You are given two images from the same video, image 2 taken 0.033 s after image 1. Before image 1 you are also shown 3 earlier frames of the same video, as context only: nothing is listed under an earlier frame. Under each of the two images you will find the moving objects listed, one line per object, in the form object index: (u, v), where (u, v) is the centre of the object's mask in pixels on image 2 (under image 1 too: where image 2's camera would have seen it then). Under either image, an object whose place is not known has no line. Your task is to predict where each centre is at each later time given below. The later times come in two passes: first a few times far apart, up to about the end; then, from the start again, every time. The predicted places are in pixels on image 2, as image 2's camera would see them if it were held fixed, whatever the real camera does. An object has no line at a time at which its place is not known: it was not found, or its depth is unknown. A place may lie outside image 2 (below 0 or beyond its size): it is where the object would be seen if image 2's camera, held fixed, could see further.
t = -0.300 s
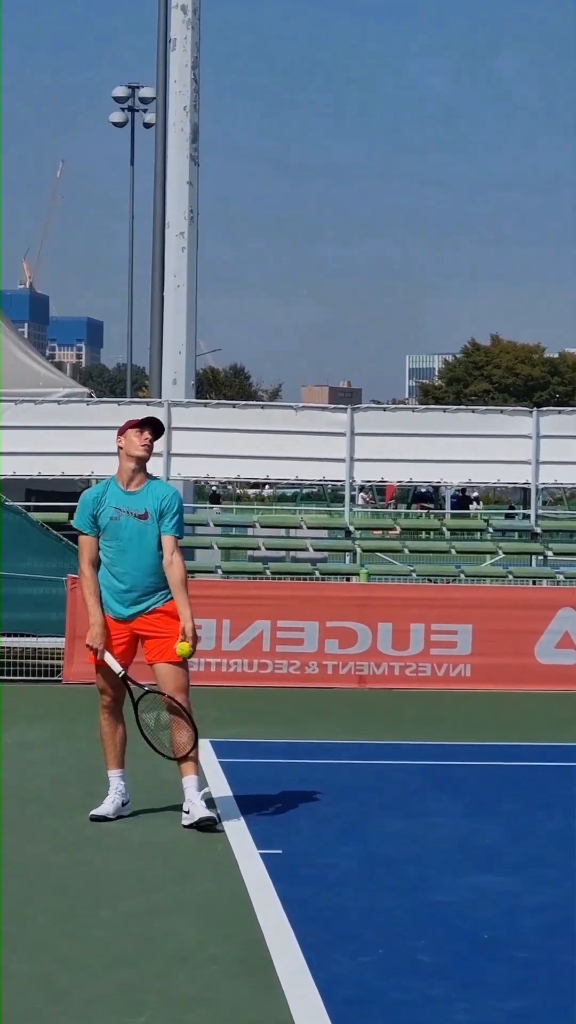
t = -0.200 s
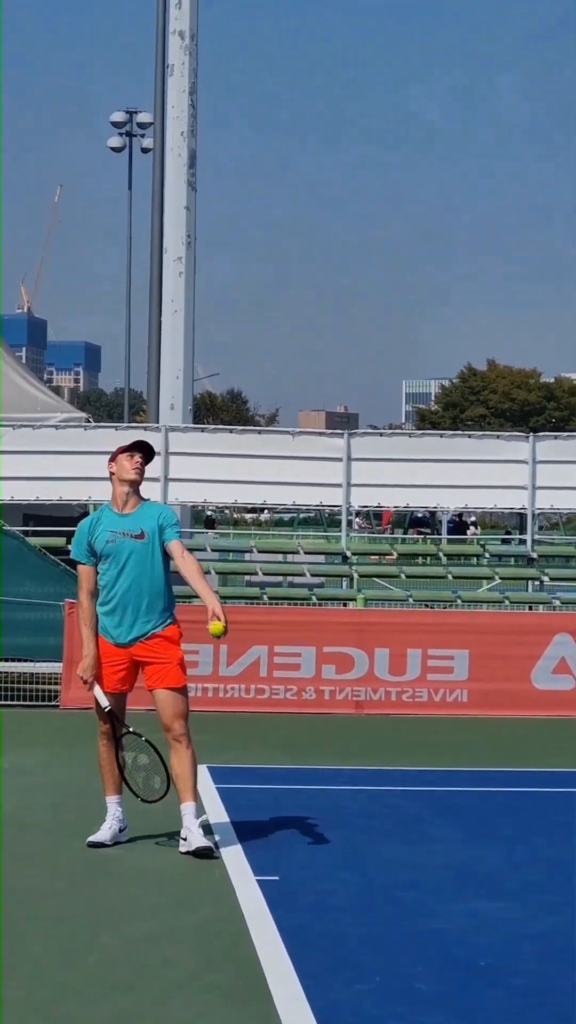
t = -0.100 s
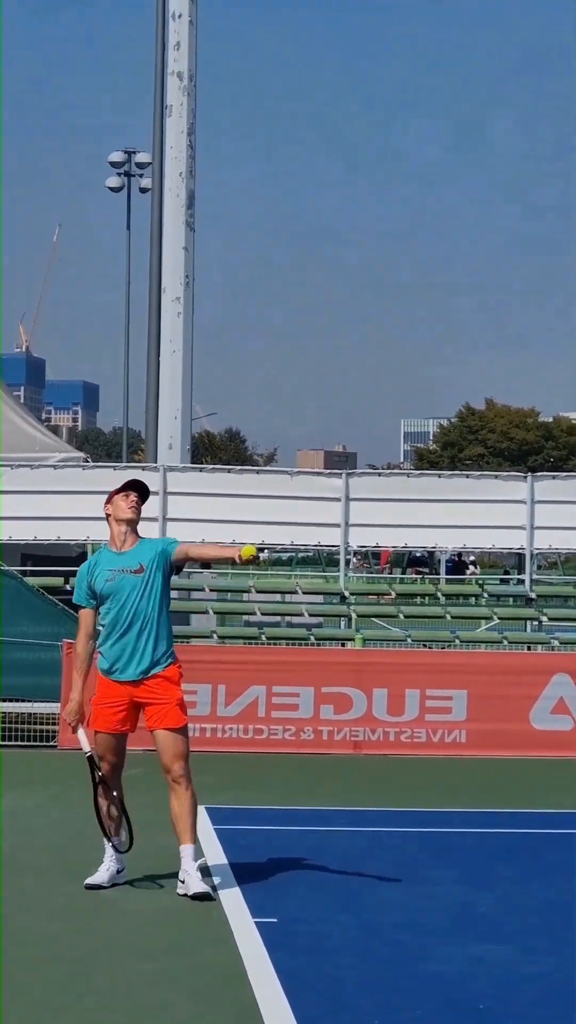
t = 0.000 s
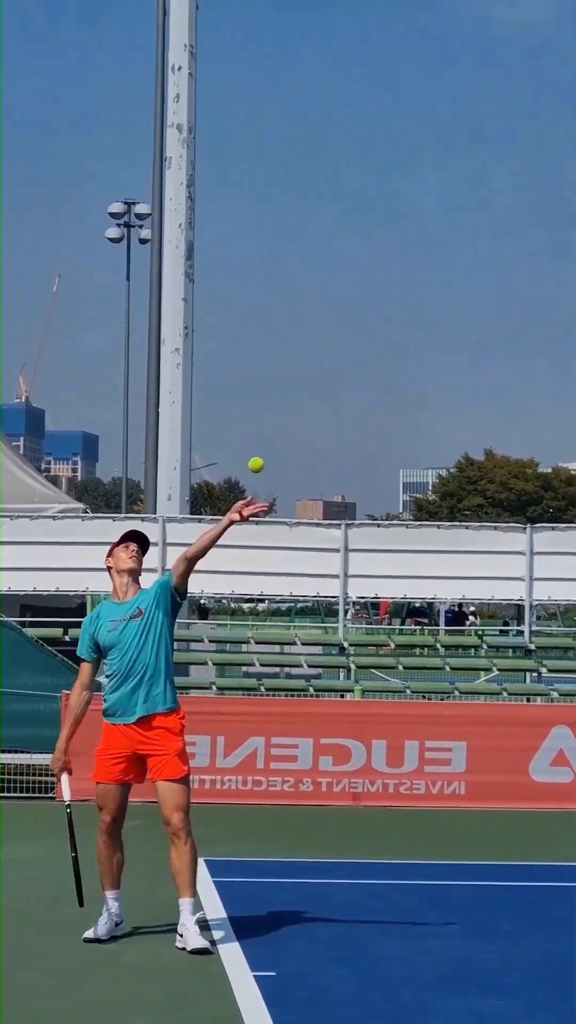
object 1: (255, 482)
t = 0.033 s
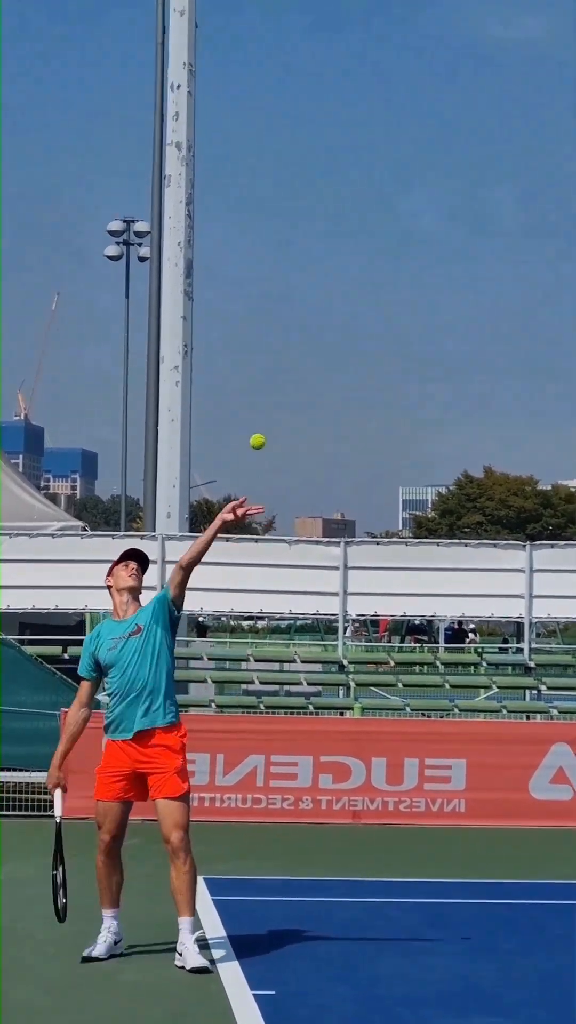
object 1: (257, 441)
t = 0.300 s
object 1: (272, 207)
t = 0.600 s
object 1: (286, 144)
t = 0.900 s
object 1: (295, 276)
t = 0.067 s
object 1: (260, 403)
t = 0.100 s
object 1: (261, 367)
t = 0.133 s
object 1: (263, 334)
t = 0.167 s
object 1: (265, 303)
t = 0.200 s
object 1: (267, 276)
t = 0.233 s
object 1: (269, 250)
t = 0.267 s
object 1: (271, 227)
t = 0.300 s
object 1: (272, 207)
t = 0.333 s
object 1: (274, 189)
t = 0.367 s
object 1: (275, 175)
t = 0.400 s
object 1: (277, 163)
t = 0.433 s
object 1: (279, 154)
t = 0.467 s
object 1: (280, 147)
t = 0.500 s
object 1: (281, 143)
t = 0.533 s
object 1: (283, 140)
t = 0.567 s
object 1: (284, 141)
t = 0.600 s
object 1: (286, 144)
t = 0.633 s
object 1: (287, 149)
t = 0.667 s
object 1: (288, 157)
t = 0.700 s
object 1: (289, 167)
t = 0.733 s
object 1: (291, 180)
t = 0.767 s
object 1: (291, 195)
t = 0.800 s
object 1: (293, 212)
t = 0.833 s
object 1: (293, 231)
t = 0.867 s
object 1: (294, 253)
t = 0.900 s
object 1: (295, 276)
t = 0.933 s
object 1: (296, 302)
